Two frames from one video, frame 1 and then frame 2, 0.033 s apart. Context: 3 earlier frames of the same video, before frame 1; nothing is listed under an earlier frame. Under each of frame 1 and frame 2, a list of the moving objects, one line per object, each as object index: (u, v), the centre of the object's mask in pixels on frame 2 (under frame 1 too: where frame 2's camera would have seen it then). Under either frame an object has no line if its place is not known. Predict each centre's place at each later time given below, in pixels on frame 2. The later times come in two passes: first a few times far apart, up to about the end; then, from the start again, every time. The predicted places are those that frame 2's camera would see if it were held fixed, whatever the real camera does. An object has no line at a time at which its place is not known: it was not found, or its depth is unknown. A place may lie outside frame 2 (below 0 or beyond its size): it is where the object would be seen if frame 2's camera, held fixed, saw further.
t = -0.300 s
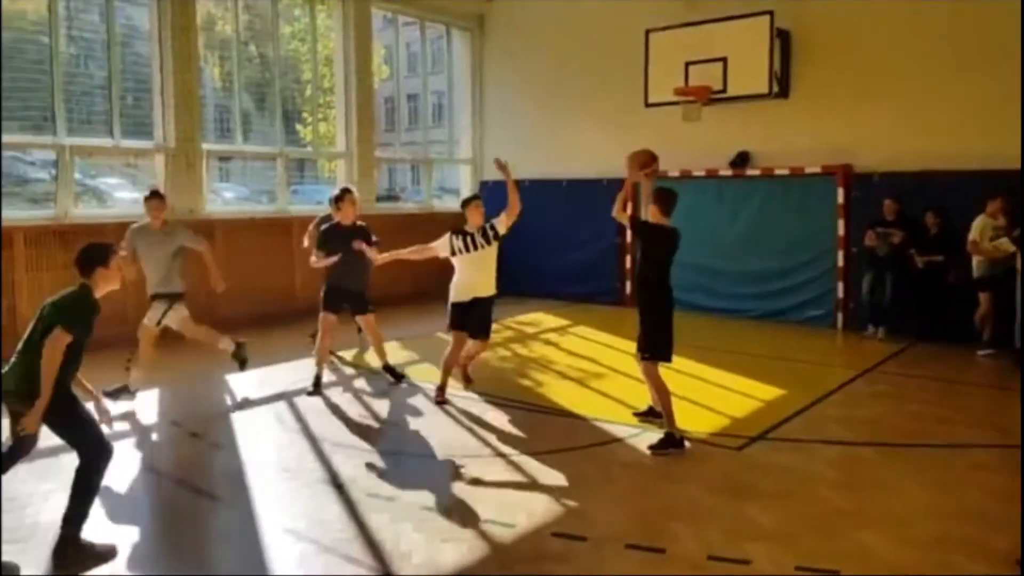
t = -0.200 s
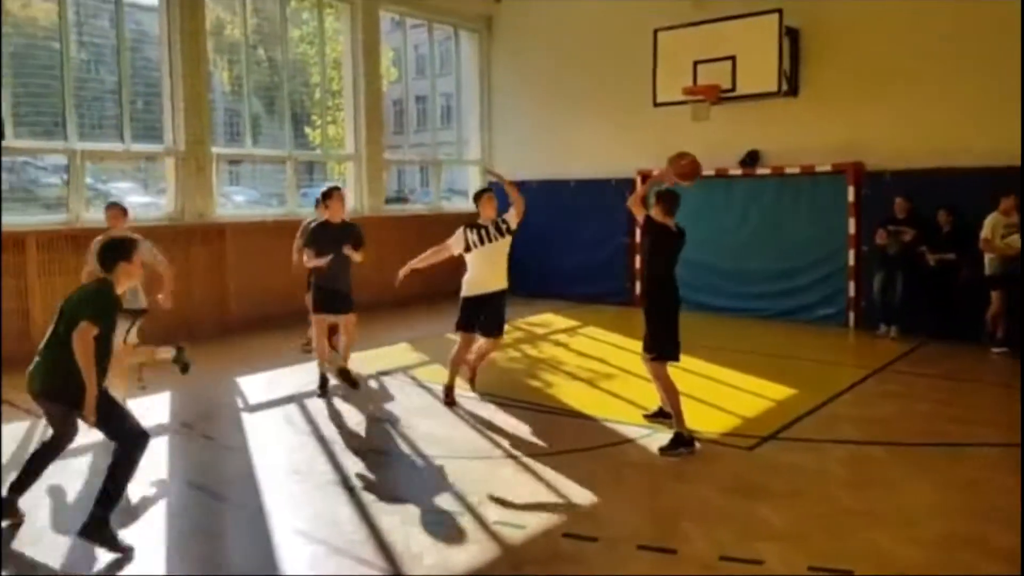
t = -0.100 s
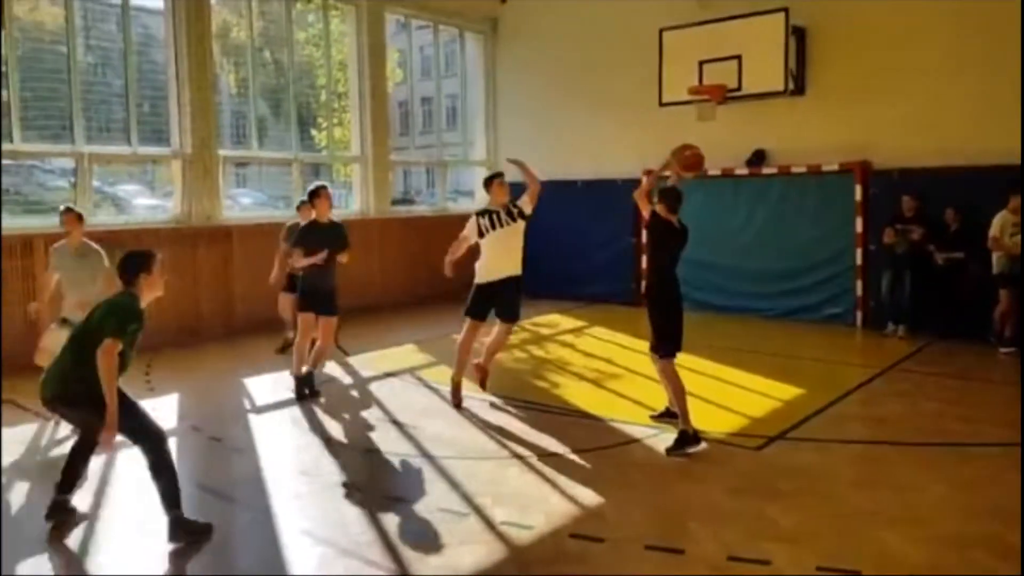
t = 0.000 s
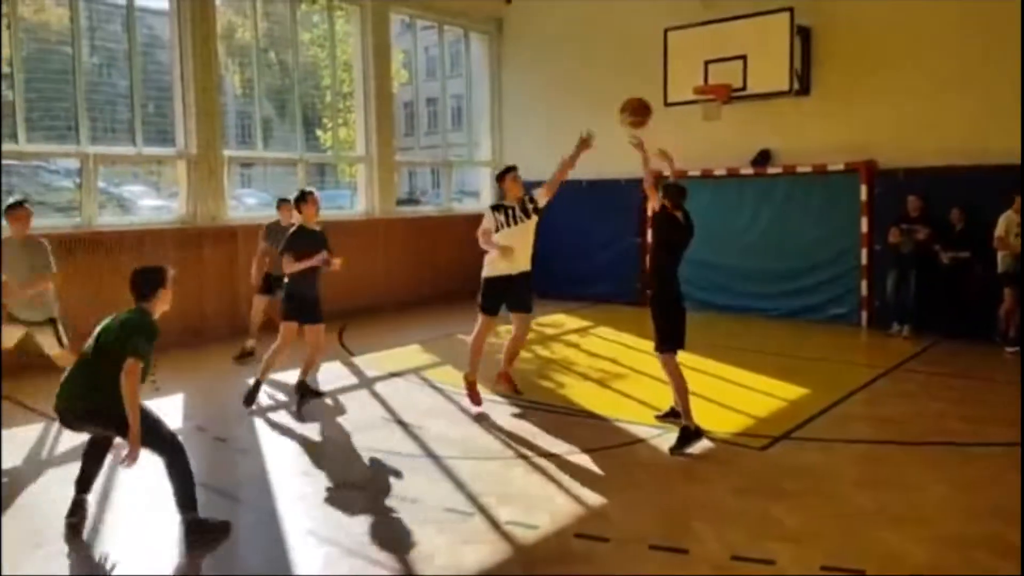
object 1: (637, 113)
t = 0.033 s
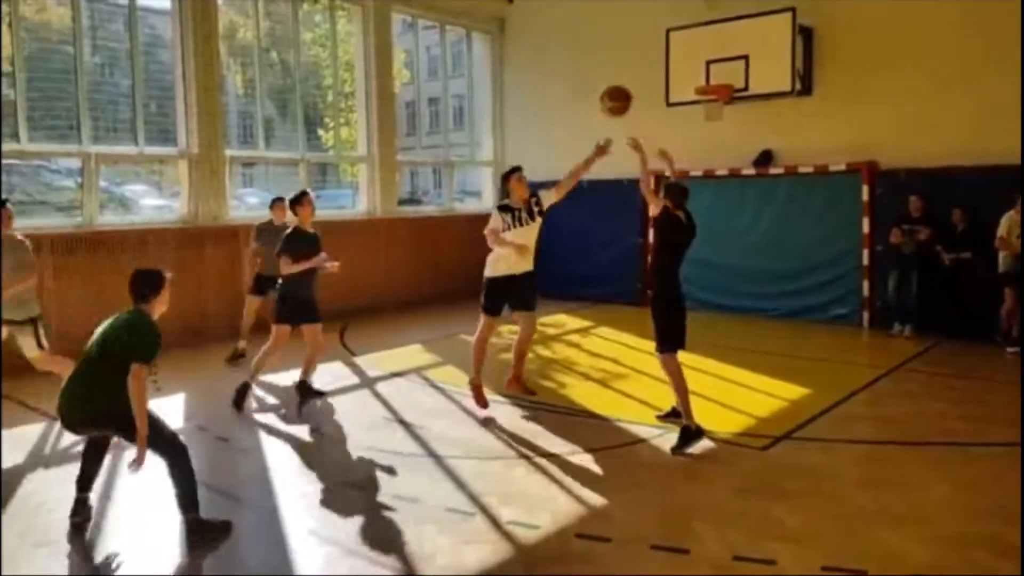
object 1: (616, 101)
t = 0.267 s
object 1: (484, 62)
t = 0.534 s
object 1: (367, 96)
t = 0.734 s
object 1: (297, 161)
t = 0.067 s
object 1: (595, 90)
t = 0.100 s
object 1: (574, 82)
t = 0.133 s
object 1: (556, 74)
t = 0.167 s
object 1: (537, 69)
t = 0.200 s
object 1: (519, 65)
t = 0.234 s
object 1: (501, 63)
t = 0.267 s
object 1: (484, 62)
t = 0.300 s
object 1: (467, 63)
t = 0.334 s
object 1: (452, 64)
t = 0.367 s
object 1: (436, 67)
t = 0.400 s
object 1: (421, 71)
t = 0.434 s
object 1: (407, 76)
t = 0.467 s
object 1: (394, 82)
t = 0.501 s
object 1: (380, 87)
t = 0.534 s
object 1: (367, 96)
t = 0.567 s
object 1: (355, 105)
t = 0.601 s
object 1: (342, 114)
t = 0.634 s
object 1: (330, 125)
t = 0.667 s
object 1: (319, 136)
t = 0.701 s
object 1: (308, 149)
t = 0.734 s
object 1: (297, 161)
